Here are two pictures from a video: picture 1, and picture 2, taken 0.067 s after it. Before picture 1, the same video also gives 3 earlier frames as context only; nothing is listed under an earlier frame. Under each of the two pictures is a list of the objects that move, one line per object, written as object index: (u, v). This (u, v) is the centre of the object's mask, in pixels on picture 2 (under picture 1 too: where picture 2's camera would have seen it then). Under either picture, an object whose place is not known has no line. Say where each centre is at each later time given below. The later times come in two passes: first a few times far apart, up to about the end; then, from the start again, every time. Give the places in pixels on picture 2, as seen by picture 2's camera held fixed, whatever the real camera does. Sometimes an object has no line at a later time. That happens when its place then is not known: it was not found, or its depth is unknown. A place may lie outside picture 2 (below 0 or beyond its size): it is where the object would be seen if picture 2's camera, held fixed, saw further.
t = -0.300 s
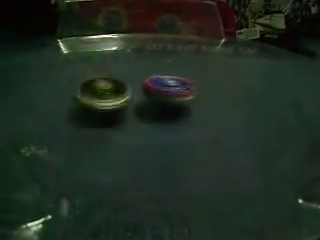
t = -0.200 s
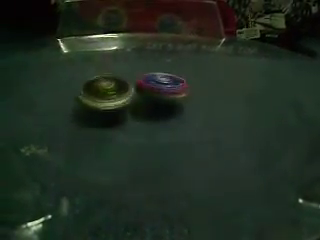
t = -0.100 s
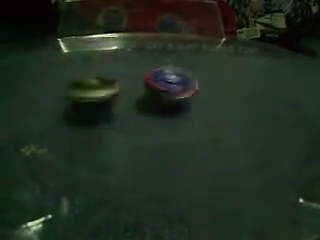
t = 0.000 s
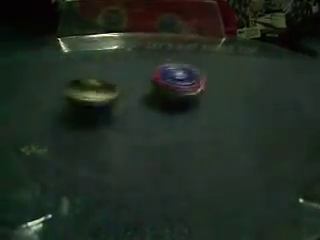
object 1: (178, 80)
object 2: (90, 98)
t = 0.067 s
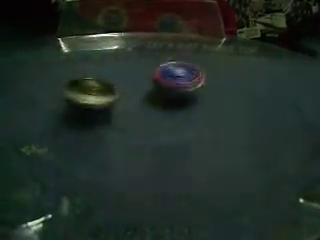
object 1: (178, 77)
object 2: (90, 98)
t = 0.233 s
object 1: (169, 78)
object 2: (92, 101)
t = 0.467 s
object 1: (160, 89)
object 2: (102, 107)
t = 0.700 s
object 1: (177, 98)
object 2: (100, 114)
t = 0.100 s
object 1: (177, 77)
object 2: (90, 99)
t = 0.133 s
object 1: (175, 76)
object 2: (91, 99)
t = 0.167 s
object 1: (174, 75)
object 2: (91, 99)
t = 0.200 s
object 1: (172, 76)
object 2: (91, 100)
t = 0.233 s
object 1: (169, 78)
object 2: (92, 101)
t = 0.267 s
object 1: (168, 79)
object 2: (93, 102)
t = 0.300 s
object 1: (167, 80)
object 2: (95, 104)
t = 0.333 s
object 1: (165, 82)
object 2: (96, 104)
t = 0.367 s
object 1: (163, 83)
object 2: (99, 107)
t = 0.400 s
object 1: (162, 85)
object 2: (101, 108)
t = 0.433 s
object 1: (161, 87)
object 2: (101, 108)
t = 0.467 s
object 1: (160, 89)
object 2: (102, 107)
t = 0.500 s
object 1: (159, 90)
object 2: (103, 108)
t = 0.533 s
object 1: (164, 91)
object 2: (98, 109)
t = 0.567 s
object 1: (168, 94)
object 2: (96, 110)
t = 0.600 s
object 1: (170, 95)
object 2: (97, 111)
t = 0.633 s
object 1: (175, 95)
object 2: (98, 111)
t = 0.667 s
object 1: (175, 97)
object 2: (99, 113)
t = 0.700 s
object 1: (177, 98)
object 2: (100, 114)
